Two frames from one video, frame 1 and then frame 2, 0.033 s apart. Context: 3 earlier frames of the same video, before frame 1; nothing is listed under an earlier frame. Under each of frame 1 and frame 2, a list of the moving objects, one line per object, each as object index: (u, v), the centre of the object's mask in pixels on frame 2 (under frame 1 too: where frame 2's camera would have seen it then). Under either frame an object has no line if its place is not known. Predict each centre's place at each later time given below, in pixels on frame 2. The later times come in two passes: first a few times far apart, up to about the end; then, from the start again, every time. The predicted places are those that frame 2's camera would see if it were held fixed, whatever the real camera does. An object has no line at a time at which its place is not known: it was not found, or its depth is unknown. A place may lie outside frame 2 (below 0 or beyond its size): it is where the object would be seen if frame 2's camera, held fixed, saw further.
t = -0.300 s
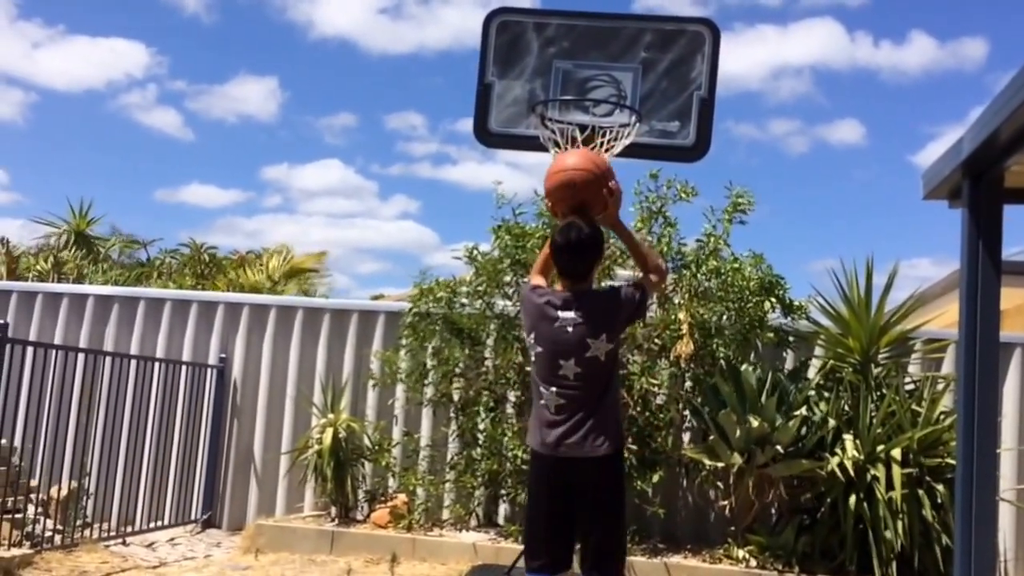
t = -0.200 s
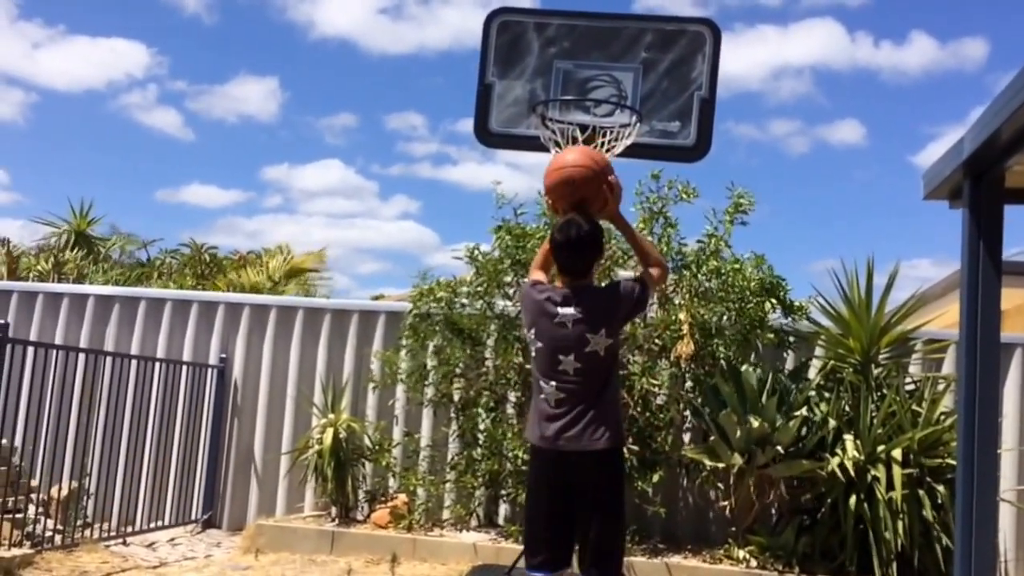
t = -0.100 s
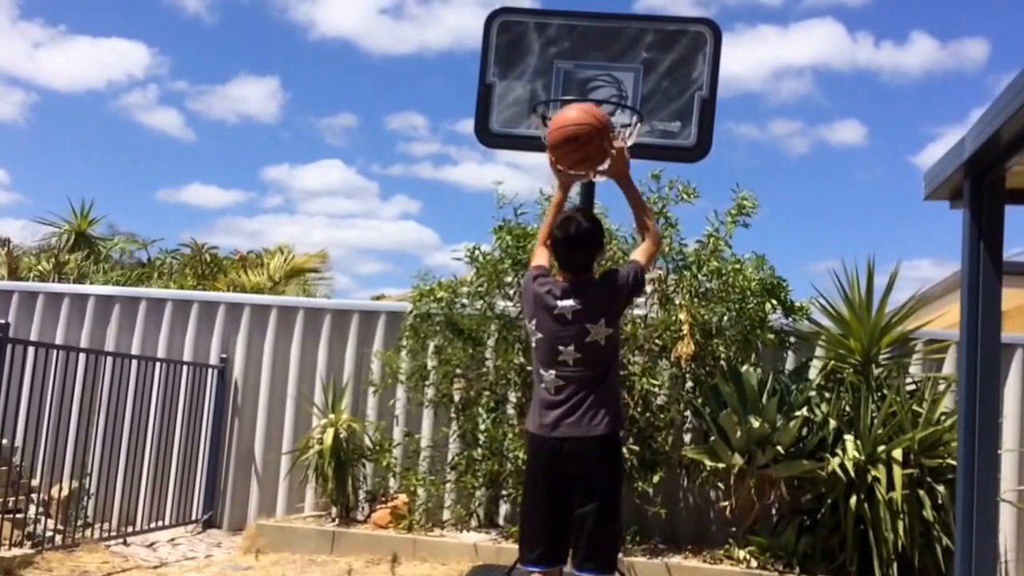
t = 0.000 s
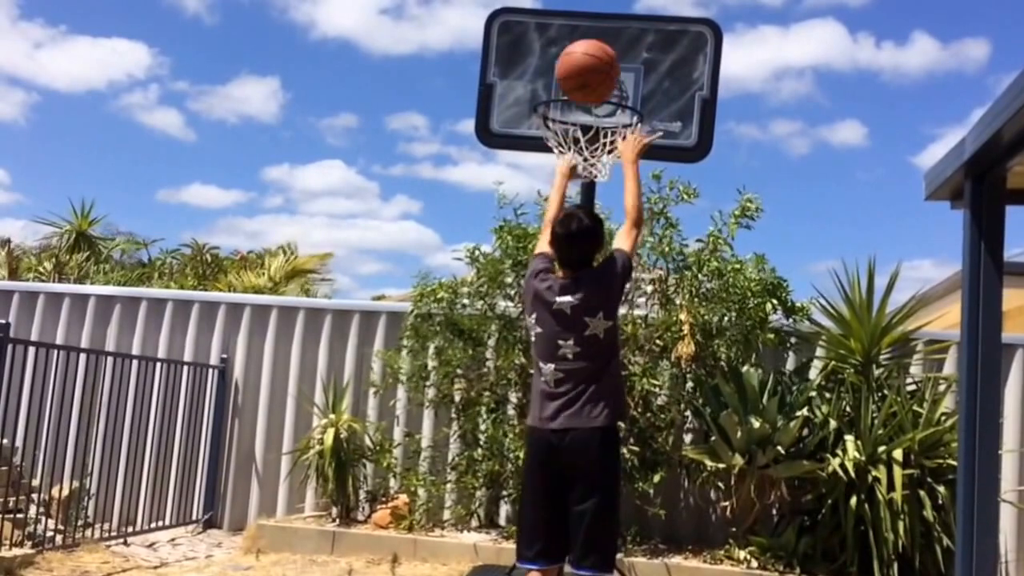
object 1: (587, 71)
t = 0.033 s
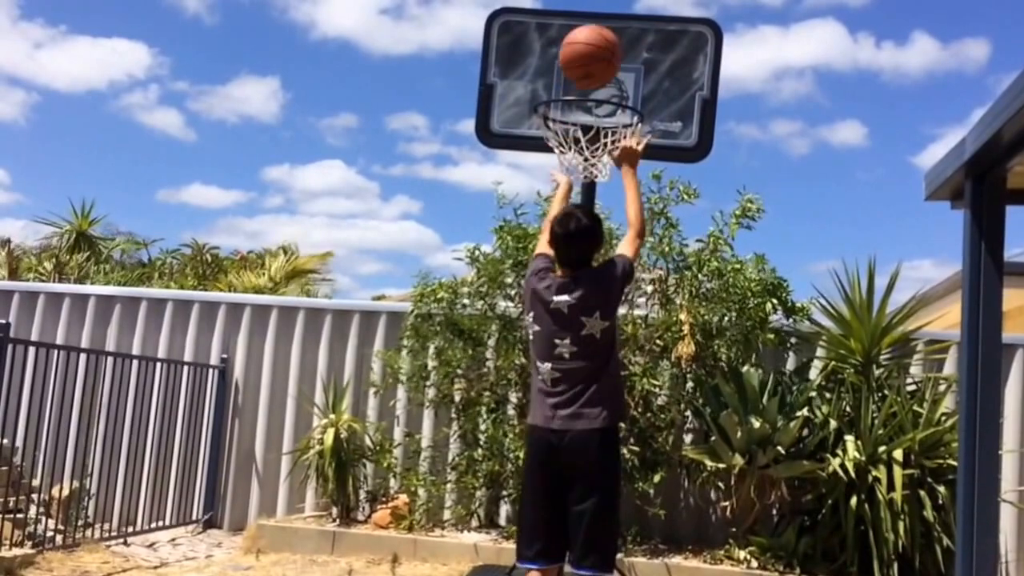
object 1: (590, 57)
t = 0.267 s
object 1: (600, 31)
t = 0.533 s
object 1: (597, 110)
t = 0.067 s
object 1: (592, 44)
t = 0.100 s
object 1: (594, 34)
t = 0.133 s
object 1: (596, 29)
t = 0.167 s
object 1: (598, 28)
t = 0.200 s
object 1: (599, 27)
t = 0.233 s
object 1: (599, 27)
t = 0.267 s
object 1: (600, 31)
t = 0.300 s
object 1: (602, 37)
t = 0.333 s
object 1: (602, 43)
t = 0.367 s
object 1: (601, 48)
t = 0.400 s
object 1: (600, 56)
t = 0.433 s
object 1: (600, 65)
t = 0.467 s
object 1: (599, 76)
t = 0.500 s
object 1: (598, 93)
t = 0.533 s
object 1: (597, 110)
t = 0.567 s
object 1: (594, 131)
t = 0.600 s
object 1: (594, 153)
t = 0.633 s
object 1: (592, 176)
